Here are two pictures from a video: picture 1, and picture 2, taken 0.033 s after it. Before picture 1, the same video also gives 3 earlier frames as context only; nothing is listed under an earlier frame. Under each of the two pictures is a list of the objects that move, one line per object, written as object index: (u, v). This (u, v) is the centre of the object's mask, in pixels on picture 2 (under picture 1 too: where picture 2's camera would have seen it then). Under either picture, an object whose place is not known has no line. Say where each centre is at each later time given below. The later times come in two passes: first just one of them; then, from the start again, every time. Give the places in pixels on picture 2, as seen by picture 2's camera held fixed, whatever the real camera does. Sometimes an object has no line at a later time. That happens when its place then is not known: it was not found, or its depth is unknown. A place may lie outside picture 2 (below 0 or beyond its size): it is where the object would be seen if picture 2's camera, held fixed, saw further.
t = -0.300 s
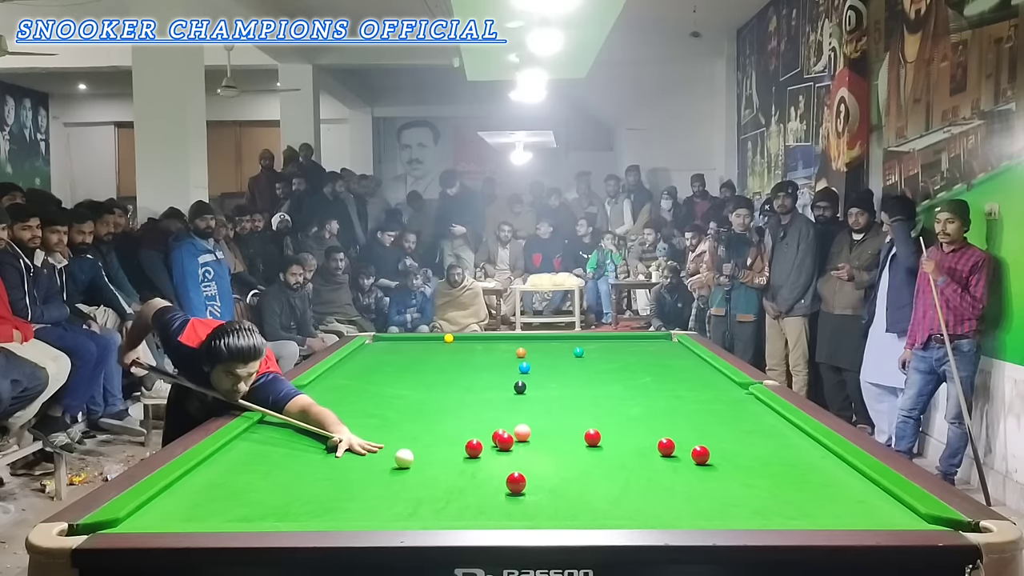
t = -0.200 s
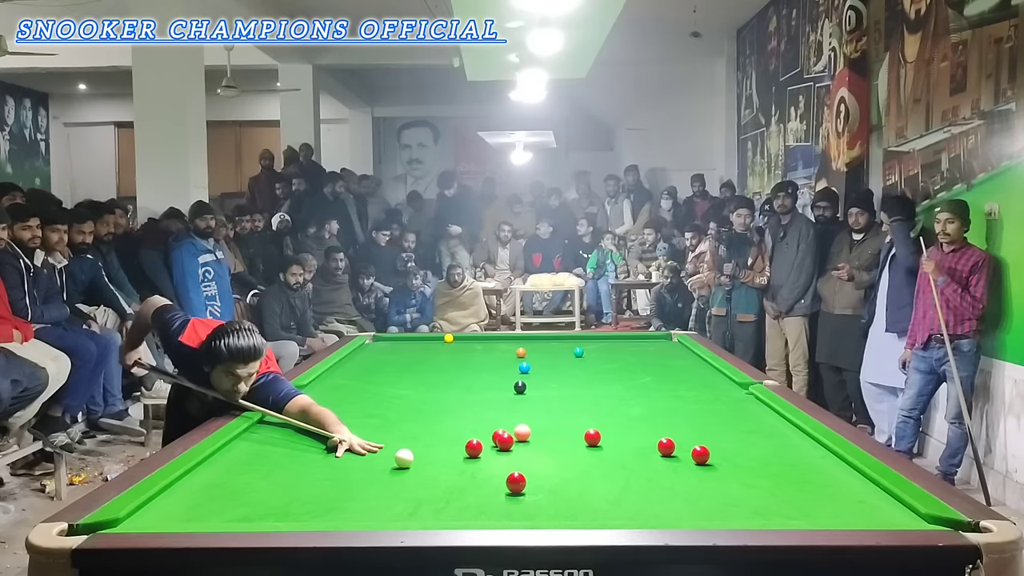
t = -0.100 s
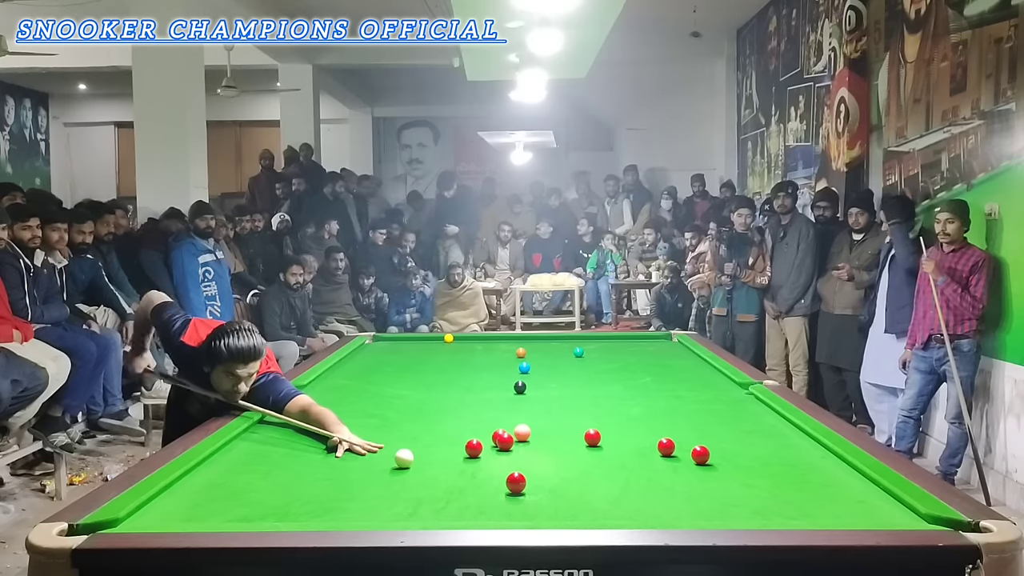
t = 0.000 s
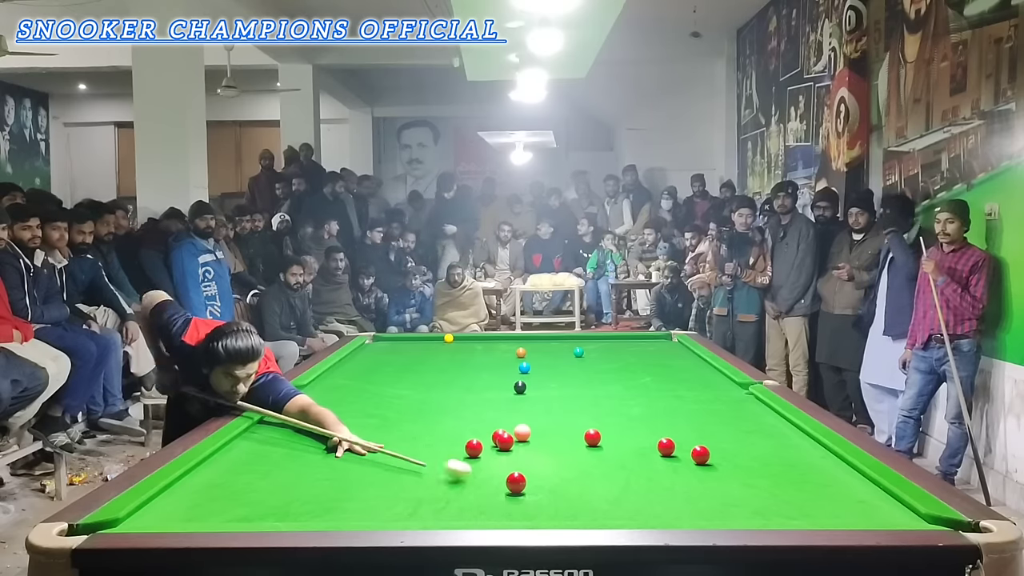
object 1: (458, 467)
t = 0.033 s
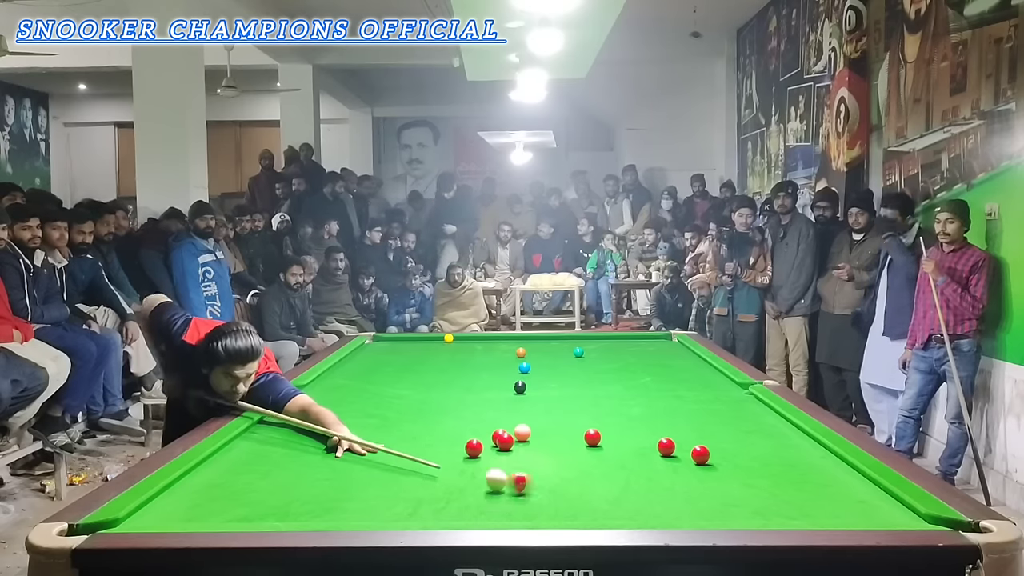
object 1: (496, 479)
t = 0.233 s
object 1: (465, 510)
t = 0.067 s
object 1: (490, 484)
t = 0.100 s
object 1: (484, 490)
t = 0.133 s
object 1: (479, 496)
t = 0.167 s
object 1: (474, 501)
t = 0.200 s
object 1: (469, 506)
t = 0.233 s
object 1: (465, 510)
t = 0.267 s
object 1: (461, 513)
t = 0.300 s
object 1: (457, 516)
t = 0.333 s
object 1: (450, 517)
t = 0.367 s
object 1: (444, 514)
